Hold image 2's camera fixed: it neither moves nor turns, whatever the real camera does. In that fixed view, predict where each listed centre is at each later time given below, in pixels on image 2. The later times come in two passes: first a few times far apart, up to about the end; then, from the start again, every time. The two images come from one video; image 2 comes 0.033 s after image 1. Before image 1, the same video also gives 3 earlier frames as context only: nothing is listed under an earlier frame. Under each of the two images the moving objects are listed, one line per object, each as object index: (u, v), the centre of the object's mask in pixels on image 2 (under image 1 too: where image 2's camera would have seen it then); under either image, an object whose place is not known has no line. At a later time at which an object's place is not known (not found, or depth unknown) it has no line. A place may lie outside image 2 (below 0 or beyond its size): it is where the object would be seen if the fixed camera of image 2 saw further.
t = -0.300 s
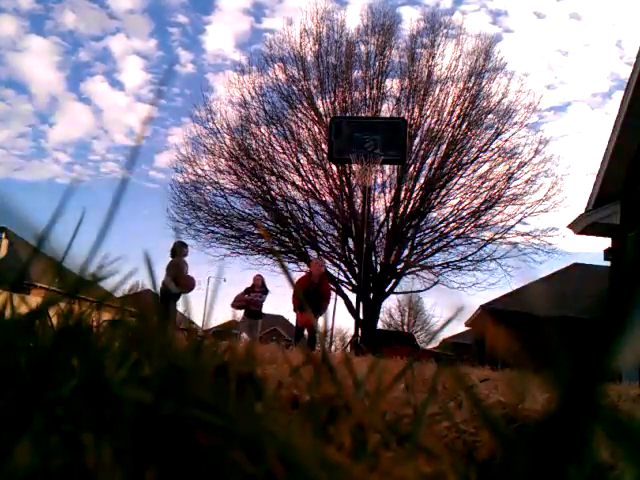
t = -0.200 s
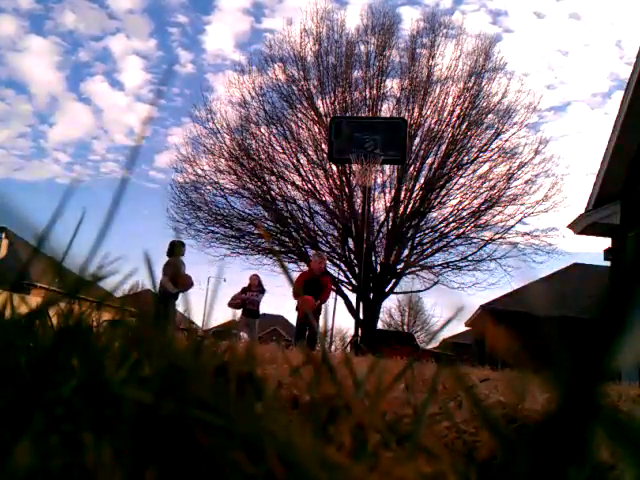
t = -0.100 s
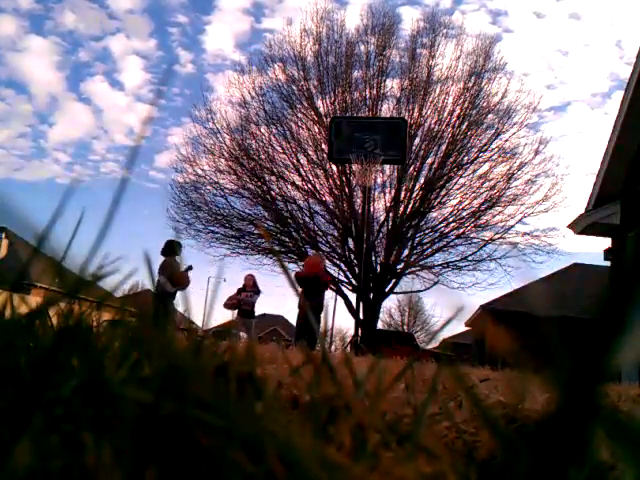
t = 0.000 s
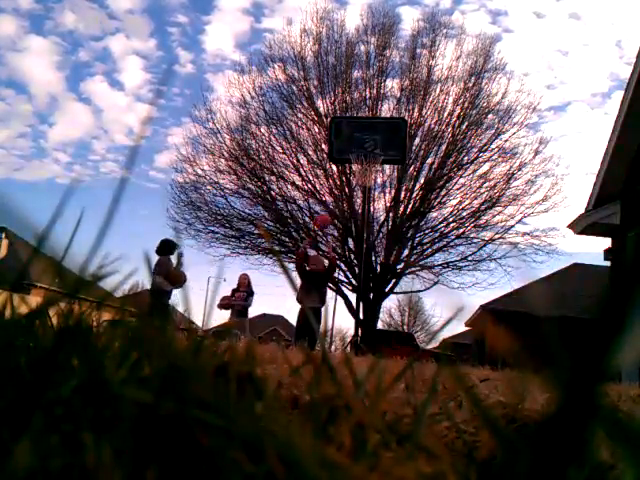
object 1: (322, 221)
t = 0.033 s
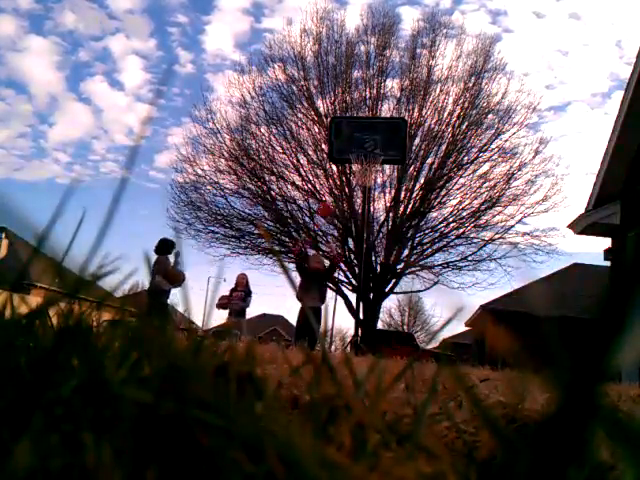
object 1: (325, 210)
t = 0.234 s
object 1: (338, 161)
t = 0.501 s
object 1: (345, 149)
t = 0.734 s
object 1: (350, 182)
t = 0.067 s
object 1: (327, 199)
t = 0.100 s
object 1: (329, 190)
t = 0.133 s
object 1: (331, 181)
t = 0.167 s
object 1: (333, 174)
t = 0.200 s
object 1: (335, 167)
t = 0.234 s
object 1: (338, 161)
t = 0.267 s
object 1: (339, 157)
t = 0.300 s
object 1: (340, 155)
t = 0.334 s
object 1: (341, 153)
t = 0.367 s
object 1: (342, 151)
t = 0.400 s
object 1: (343, 148)
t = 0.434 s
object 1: (344, 148)
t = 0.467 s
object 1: (344, 148)
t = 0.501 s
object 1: (345, 149)
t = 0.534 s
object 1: (346, 151)
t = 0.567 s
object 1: (347, 154)
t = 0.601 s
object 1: (348, 157)
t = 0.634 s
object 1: (348, 161)
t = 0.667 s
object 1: (348, 169)
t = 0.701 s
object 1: (348, 172)
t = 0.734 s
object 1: (350, 182)
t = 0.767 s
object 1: (350, 187)
